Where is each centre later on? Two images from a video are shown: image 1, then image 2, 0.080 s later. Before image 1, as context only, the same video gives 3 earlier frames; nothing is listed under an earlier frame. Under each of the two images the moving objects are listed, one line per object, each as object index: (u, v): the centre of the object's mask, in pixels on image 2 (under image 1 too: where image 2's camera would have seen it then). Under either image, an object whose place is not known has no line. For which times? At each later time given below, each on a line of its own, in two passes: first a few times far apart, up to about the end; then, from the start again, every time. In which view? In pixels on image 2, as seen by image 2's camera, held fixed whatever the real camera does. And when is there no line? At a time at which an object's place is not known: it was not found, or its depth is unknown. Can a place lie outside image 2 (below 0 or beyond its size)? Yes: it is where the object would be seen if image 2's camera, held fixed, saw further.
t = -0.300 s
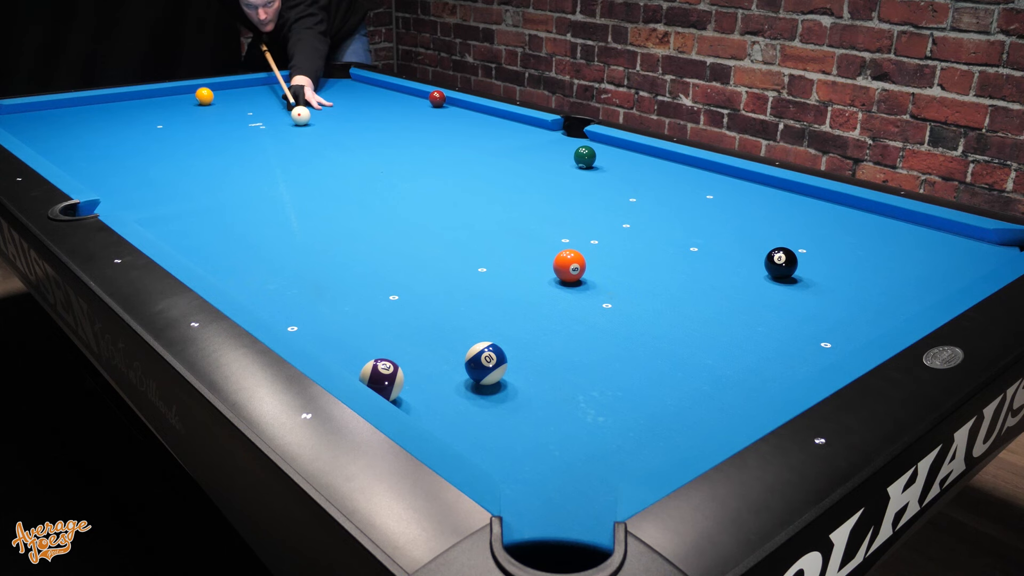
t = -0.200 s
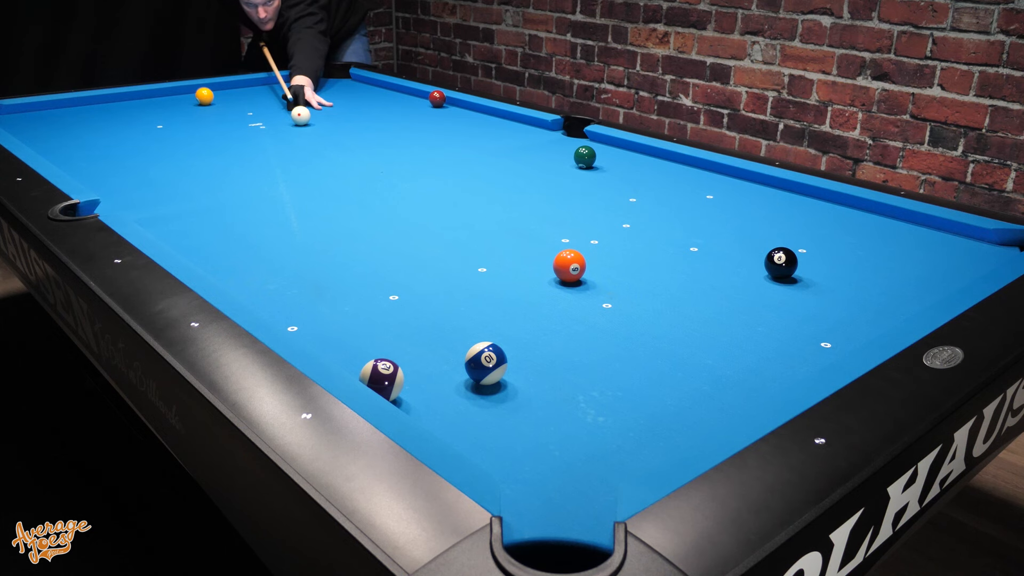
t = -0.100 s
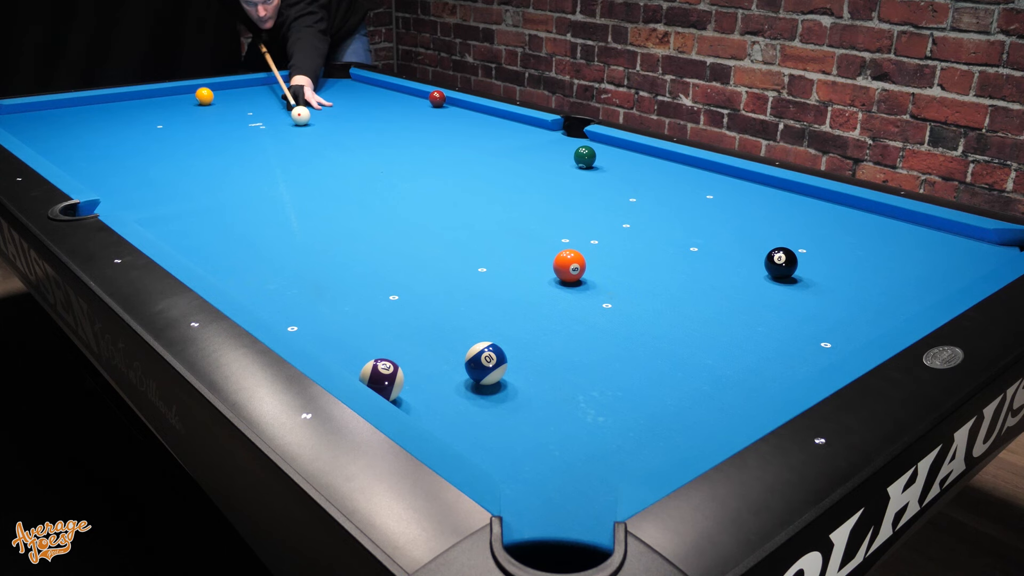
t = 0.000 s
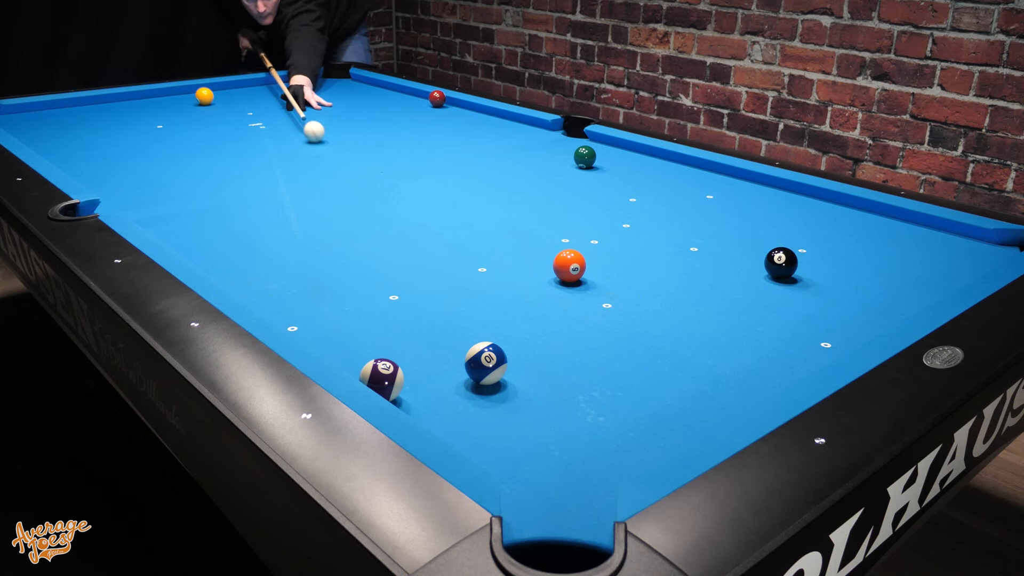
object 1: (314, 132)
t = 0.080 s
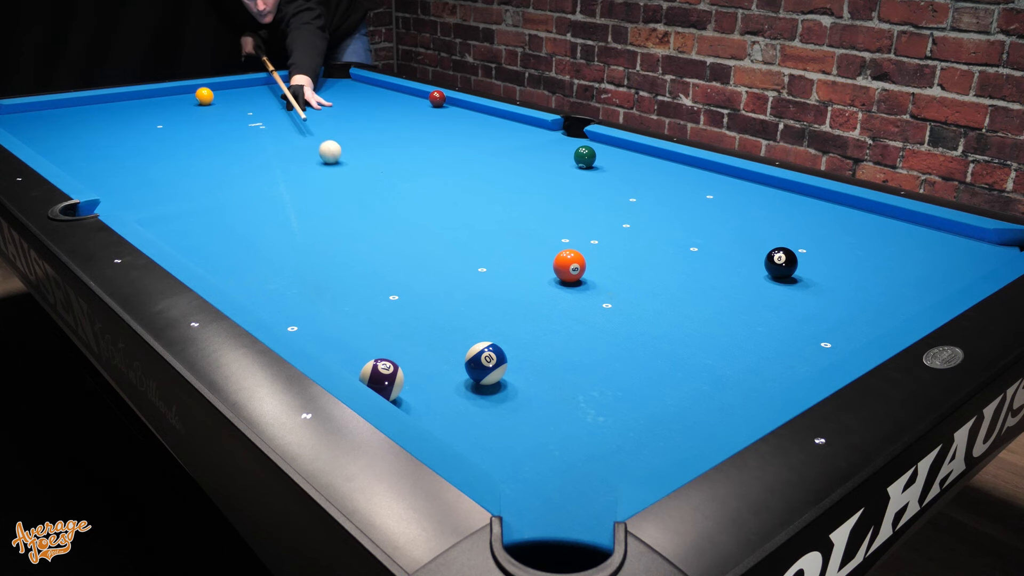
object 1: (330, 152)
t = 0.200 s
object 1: (359, 189)
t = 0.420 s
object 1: (447, 301)
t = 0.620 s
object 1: (542, 352)
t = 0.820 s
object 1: (648, 393)
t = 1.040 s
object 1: (644, 402)
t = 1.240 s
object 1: (573, 383)
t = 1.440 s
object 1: (510, 366)
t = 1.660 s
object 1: (447, 349)
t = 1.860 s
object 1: (396, 335)
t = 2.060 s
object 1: (350, 322)
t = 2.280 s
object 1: (304, 309)
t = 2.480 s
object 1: (267, 297)
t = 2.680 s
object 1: (249, 285)
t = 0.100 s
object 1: (334, 157)
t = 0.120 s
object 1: (339, 163)
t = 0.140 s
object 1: (343, 169)
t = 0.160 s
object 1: (348, 176)
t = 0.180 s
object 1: (353, 182)
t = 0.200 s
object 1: (359, 189)
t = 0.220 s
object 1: (365, 197)
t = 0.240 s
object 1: (371, 204)
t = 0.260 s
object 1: (377, 213)
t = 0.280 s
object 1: (384, 221)
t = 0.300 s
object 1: (391, 230)
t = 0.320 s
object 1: (399, 240)
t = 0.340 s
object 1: (408, 251)
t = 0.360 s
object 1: (416, 262)
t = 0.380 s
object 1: (426, 274)
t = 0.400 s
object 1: (436, 287)
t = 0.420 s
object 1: (447, 301)
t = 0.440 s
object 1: (458, 316)
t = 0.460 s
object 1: (470, 329)
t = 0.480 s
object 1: (482, 337)
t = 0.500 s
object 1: (491, 344)
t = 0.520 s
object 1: (499, 345)
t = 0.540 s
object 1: (508, 345)
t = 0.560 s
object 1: (516, 347)
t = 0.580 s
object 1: (524, 348)
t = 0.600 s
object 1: (533, 350)
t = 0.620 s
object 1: (542, 352)
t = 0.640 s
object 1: (551, 355)
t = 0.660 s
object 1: (561, 358)
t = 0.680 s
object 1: (570, 361)
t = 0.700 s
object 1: (580, 364)
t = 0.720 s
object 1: (591, 368)
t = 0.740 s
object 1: (601, 373)
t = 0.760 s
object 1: (612, 377)
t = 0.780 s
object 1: (624, 382)
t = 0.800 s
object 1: (636, 388)
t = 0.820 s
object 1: (648, 393)
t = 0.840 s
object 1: (660, 399)
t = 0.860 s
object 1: (673, 404)
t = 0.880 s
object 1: (686, 410)
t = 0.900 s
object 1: (698, 415)
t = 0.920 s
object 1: (700, 416)
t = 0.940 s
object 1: (690, 415)
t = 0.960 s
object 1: (680, 412)
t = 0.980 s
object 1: (670, 409)
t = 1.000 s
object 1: (661, 406)
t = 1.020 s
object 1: (652, 404)
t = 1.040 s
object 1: (644, 402)
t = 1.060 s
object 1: (637, 400)
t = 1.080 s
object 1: (630, 398)
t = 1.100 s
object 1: (622, 396)
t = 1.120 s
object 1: (615, 394)
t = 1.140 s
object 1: (608, 392)
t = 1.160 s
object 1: (601, 391)
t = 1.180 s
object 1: (594, 389)
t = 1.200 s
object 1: (587, 387)
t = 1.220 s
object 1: (580, 385)
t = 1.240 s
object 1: (573, 383)
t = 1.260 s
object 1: (566, 381)
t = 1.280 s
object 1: (560, 380)
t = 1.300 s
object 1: (554, 378)
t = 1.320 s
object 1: (547, 376)
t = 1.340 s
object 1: (541, 374)
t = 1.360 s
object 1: (534, 373)
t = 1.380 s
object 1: (528, 371)
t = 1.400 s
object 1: (522, 369)
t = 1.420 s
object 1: (516, 368)
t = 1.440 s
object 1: (510, 366)
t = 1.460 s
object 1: (504, 364)
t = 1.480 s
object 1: (498, 363)
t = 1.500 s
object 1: (492, 361)
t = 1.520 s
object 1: (486, 360)
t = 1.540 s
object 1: (480, 358)
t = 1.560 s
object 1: (474, 356)
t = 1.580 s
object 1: (469, 355)
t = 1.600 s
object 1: (463, 353)
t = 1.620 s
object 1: (458, 352)
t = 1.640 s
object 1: (452, 350)
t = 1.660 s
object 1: (447, 349)
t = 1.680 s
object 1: (441, 347)
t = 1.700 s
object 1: (436, 346)
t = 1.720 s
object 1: (431, 345)
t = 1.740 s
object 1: (426, 343)
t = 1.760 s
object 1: (421, 341)
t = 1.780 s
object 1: (415, 340)
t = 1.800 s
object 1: (411, 339)
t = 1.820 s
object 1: (406, 337)
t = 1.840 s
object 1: (401, 336)
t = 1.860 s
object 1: (396, 335)
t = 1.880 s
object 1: (391, 333)
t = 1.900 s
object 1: (386, 332)
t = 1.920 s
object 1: (381, 331)
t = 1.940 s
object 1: (377, 329)
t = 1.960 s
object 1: (372, 328)
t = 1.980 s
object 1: (367, 327)
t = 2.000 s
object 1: (363, 325)
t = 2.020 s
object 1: (358, 324)
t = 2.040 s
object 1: (354, 323)
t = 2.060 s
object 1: (350, 322)
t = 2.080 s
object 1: (345, 321)
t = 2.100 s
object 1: (341, 319)
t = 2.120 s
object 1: (337, 318)
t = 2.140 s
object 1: (332, 317)
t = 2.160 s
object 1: (328, 316)
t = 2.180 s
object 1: (324, 315)
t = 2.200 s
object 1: (320, 313)
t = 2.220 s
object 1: (316, 312)
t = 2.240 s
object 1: (312, 311)
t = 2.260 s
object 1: (308, 310)
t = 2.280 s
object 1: (304, 309)
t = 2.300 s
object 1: (300, 308)
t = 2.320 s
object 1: (296, 307)
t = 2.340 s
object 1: (292, 306)
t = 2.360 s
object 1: (288, 305)
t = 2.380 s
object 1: (285, 304)
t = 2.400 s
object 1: (281, 303)
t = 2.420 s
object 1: (277, 301)
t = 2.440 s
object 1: (274, 300)
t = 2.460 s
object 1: (271, 299)
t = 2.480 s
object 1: (267, 297)
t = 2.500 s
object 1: (264, 296)
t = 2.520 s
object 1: (261, 294)
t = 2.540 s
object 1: (258, 293)
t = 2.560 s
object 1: (256, 292)
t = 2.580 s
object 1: (255, 291)
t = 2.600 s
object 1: (254, 290)
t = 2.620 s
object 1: (253, 289)
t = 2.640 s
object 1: (252, 287)
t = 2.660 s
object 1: (251, 286)
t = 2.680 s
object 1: (249, 285)
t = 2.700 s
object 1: (249, 284)
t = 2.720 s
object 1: (247, 283)
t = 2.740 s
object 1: (246, 282)
